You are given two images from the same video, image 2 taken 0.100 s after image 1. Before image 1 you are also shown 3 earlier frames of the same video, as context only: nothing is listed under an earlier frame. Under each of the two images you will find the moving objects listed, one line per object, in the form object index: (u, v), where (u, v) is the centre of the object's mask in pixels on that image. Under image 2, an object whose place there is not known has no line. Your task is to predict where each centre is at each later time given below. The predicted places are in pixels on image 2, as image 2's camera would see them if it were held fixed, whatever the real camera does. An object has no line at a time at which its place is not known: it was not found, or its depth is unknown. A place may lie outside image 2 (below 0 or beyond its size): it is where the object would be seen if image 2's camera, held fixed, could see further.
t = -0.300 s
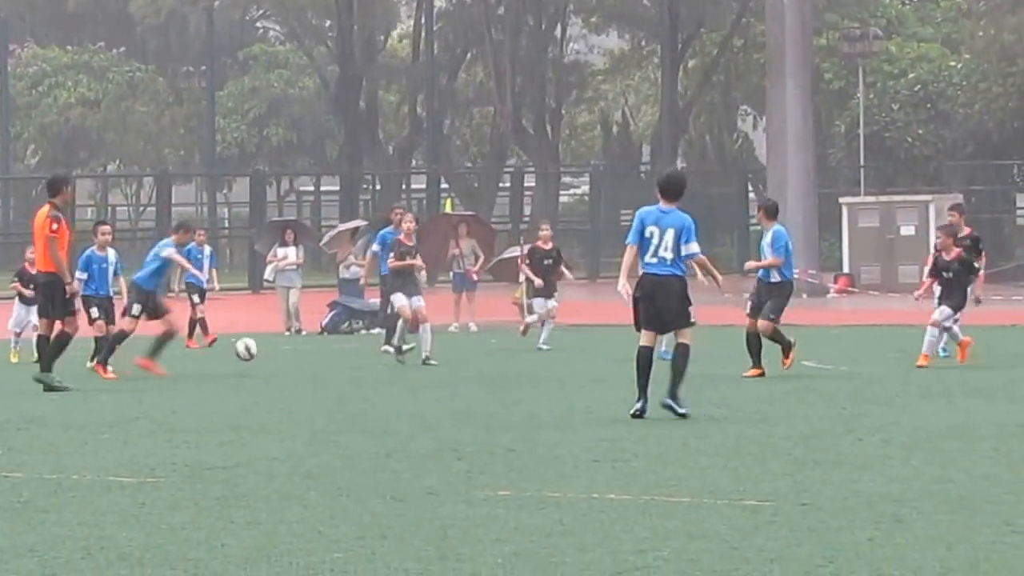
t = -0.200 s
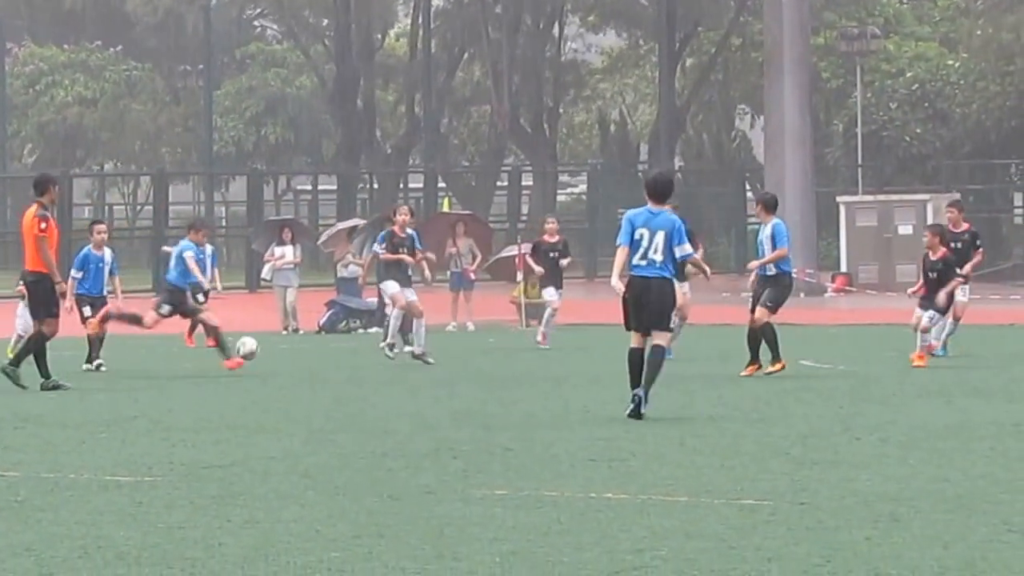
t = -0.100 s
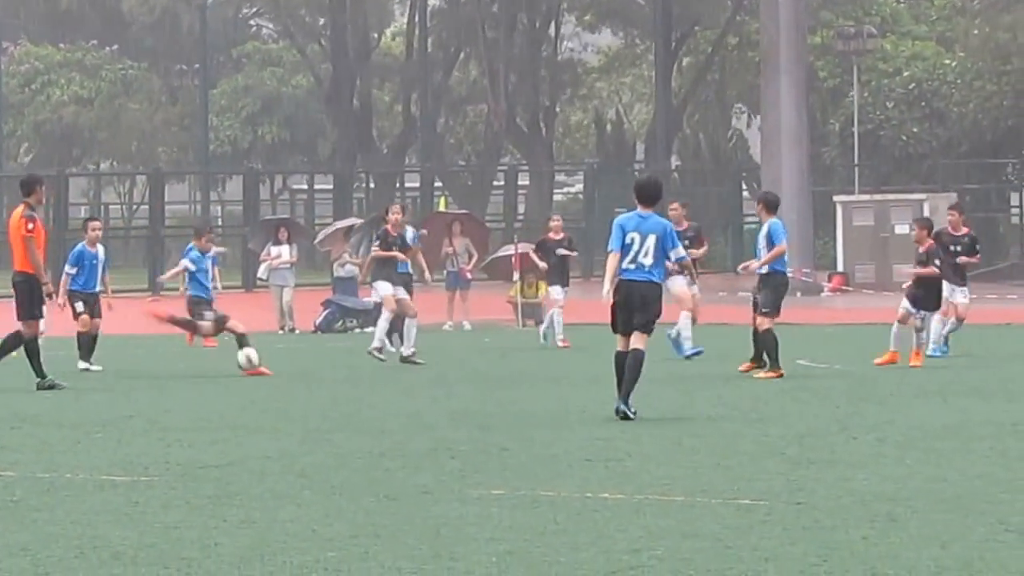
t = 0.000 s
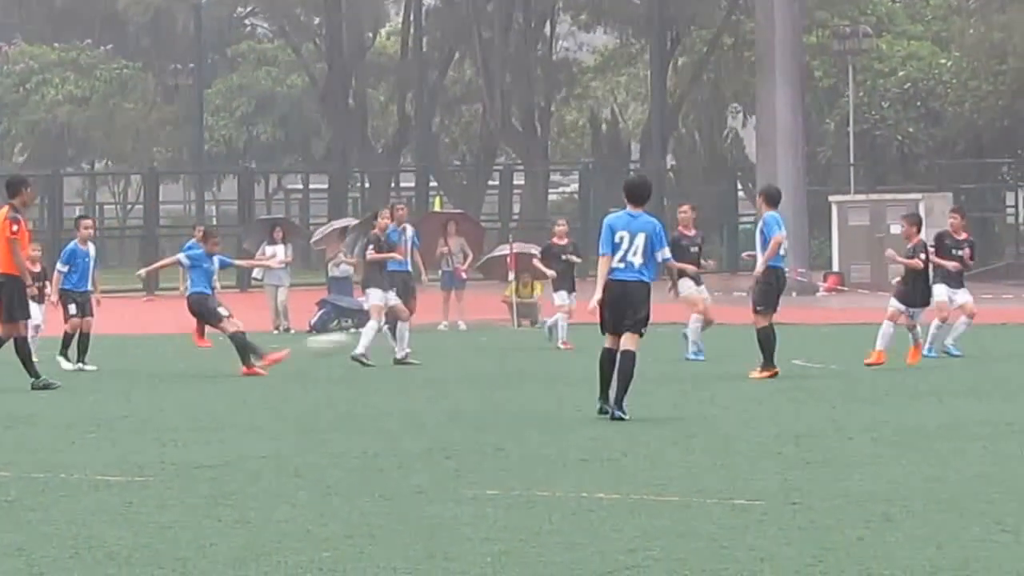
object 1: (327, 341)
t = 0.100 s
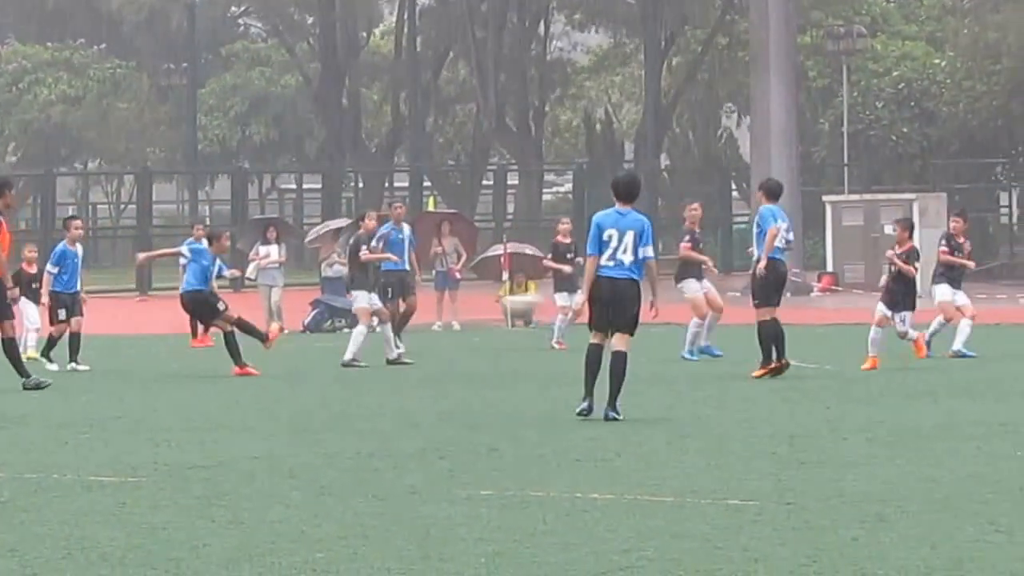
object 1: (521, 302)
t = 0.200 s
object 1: (712, 271)
